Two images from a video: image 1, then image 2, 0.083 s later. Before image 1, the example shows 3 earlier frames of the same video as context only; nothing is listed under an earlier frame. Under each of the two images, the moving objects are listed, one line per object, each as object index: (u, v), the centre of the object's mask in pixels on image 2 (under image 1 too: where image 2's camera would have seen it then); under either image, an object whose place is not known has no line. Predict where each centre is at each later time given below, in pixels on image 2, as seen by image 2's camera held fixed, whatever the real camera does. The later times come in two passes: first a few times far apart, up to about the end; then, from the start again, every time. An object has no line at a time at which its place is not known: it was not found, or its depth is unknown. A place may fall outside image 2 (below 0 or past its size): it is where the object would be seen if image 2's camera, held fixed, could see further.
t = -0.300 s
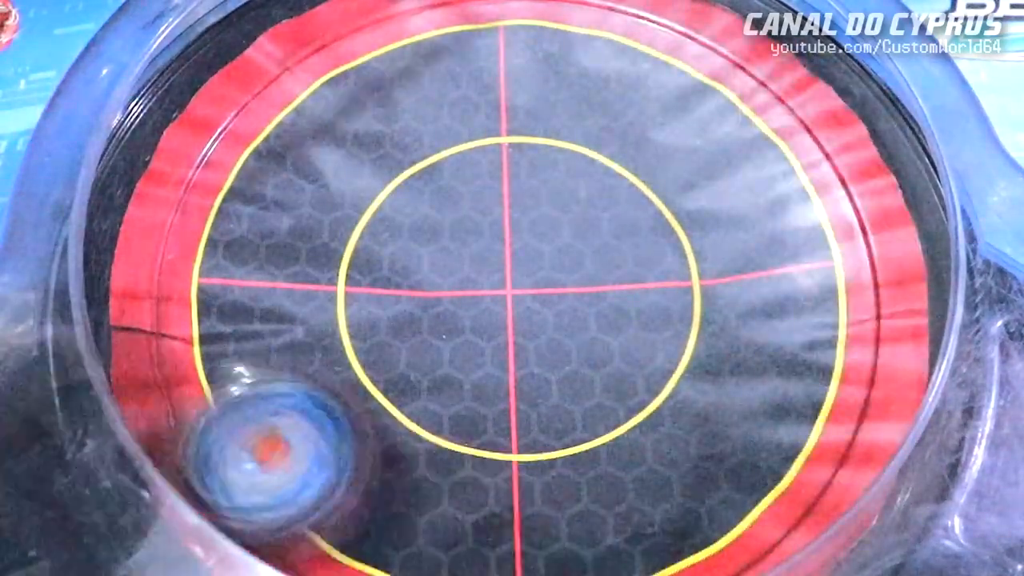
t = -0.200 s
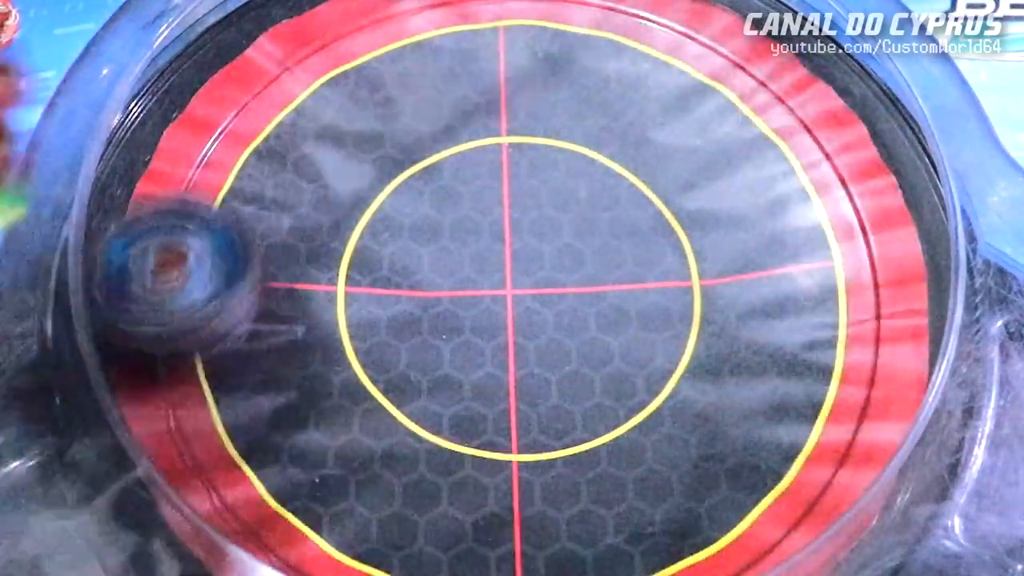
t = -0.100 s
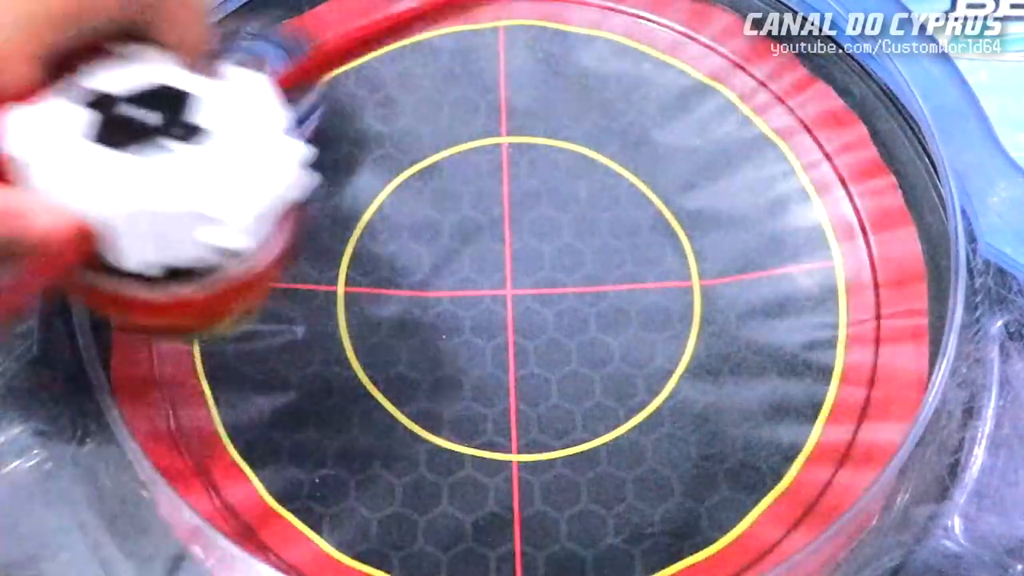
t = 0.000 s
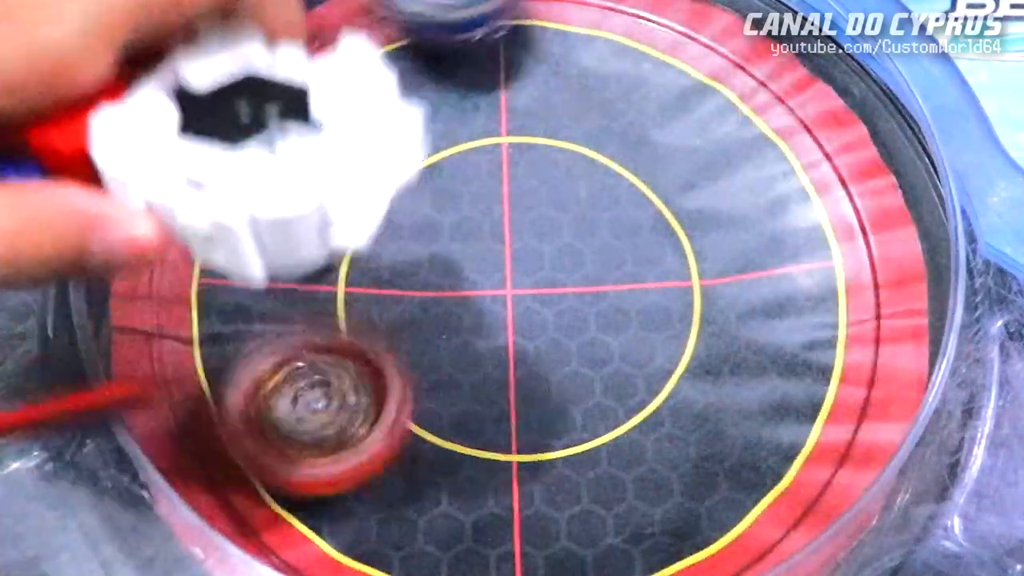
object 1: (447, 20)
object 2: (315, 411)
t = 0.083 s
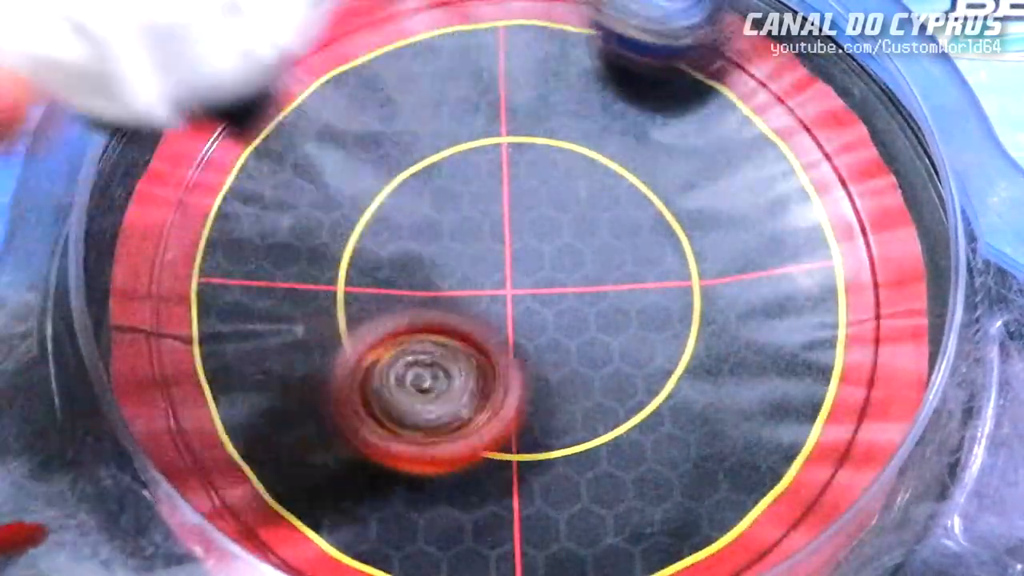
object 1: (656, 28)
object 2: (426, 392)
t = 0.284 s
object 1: (784, 465)
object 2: (675, 276)
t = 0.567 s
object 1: (213, 438)
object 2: (571, 78)
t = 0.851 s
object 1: (209, 63)
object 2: (550, 92)
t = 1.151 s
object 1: (576, 170)
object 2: (730, 255)
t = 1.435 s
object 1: (491, 266)
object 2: (695, 501)
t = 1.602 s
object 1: (464, 240)
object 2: (518, 445)
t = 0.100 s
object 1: (698, 41)
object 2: (449, 397)
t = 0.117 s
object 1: (732, 61)
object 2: (477, 391)
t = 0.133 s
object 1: (773, 73)
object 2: (501, 378)
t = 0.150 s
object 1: (805, 112)
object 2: (528, 371)
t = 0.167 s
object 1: (831, 149)
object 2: (554, 365)
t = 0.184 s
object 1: (844, 196)
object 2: (577, 362)
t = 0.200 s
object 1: (857, 246)
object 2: (602, 350)
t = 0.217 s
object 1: (859, 290)
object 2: (622, 339)
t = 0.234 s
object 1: (853, 337)
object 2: (639, 324)
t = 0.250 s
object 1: (833, 381)
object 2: (656, 308)
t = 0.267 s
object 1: (813, 423)
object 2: (668, 295)
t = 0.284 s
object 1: (784, 465)
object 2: (675, 276)
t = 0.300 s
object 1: (759, 505)
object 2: (681, 259)
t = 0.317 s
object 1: (724, 523)
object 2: (687, 245)
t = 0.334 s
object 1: (687, 540)
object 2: (691, 228)
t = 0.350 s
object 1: (633, 547)
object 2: (690, 210)
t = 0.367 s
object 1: (586, 550)
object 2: (689, 195)
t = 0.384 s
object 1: (536, 555)
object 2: (687, 184)
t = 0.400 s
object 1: (492, 554)
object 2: (684, 163)
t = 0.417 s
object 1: (452, 550)
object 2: (676, 146)
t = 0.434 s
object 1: (410, 548)
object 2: (669, 133)
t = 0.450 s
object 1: (374, 542)
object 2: (661, 124)
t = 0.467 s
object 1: (340, 537)
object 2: (651, 119)
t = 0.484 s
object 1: (317, 525)
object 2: (643, 112)
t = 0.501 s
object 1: (289, 515)
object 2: (629, 104)
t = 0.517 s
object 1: (270, 499)
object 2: (617, 97)
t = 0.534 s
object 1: (248, 479)
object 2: (603, 90)
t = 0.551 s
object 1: (229, 461)
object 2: (588, 82)
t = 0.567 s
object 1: (213, 438)
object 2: (571, 78)
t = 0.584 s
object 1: (197, 413)
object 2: (556, 78)
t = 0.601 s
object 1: (188, 384)
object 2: (539, 77)
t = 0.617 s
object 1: (180, 358)
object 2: (522, 76)
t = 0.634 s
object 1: (177, 327)
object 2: (503, 75)
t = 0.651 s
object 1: (177, 296)
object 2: (486, 79)
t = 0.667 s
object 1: (183, 264)
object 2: (466, 82)
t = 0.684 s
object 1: (192, 232)
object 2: (447, 85)
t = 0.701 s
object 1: (214, 201)
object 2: (427, 91)
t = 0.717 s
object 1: (231, 169)
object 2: (408, 100)
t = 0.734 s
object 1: (232, 146)
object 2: (406, 100)
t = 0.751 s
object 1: (216, 127)
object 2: (425, 97)
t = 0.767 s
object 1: (206, 107)
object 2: (448, 92)
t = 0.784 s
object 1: (202, 98)
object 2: (468, 89)
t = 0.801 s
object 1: (201, 86)
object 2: (489, 88)
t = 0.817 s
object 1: (187, 68)
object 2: (509, 86)
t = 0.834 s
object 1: (197, 64)
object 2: (528, 88)
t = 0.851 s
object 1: (209, 63)
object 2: (550, 92)
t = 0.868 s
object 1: (228, 64)
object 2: (569, 96)
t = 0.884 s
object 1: (239, 62)
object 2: (588, 101)
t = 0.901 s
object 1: (253, 58)
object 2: (607, 105)
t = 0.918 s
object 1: (272, 57)
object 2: (623, 109)
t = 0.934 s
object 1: (289, 58)
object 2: (640, 117)
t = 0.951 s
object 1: (313, 58)
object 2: (653, 124)
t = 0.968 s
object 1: (338, 62)
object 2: (669, 130)
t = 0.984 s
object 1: (364, 67)
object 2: (683, 141)
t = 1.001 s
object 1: (387, 72)
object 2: (693, 150)
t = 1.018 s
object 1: (412, 77)
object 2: (704, 160)
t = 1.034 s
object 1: (434, 83)
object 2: (712, 166)
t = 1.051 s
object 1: (456, 92)
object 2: (719, 176)
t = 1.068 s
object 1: (478, 101)
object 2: (726, 195)
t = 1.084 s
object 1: (500, 112)
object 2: (730, 200)
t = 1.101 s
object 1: (523, 126)
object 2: (732, 212)
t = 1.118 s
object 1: (541, 140)
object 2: (732, 224)
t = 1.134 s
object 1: (558, 153)
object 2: (732, 245)
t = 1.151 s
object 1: (576, 170)
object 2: (730, 255)
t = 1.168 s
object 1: (587, 184)
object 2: (732, 269)
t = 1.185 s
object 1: (585, 185)
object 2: (752, 298)
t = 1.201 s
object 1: (580, 191)
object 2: (768, 328)
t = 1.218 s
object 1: (574, 199)
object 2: (788, 353)
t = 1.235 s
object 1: (568, 204)
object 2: (801, 380)
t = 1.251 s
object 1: (560, 210)
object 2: (814, 402)
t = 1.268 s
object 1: (553, 216)
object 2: (817, 424)
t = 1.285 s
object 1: (547, 219)
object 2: (821, 440)
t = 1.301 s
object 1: (539, 225)
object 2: (804, 445)
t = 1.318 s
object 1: (531, 230)
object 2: (805, 473)
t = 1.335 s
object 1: (525, 235)
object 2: (798, 480)
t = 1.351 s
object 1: (519, 239)
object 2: (784, 487)
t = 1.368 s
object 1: (513, 245)
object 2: (759, 486)
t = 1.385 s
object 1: (509, 249)
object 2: (746, 491)
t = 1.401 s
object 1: (502, 255)
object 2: (732, 496)
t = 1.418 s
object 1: (496, 261)
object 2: (715, 501)
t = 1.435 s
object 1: (491, 266)
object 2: (695, 501)
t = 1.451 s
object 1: (486, 270)
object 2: (675, 500)
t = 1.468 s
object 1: (483, 274)
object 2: (657, 498)
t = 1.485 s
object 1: (481, 277)
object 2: (636, 493)
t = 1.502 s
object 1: (479, 280)
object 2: (616, 485)
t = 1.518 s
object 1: (477, 283)
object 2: (595, 475)
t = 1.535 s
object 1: (476, 285)
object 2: (575, 461)
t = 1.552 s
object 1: (474, 284)
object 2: (556, 442)
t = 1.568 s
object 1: (473, 278)
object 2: (537, 430)
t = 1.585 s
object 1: (471, 267)
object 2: (526, 438)
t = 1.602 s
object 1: (464, 240)
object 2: (518, 445)
